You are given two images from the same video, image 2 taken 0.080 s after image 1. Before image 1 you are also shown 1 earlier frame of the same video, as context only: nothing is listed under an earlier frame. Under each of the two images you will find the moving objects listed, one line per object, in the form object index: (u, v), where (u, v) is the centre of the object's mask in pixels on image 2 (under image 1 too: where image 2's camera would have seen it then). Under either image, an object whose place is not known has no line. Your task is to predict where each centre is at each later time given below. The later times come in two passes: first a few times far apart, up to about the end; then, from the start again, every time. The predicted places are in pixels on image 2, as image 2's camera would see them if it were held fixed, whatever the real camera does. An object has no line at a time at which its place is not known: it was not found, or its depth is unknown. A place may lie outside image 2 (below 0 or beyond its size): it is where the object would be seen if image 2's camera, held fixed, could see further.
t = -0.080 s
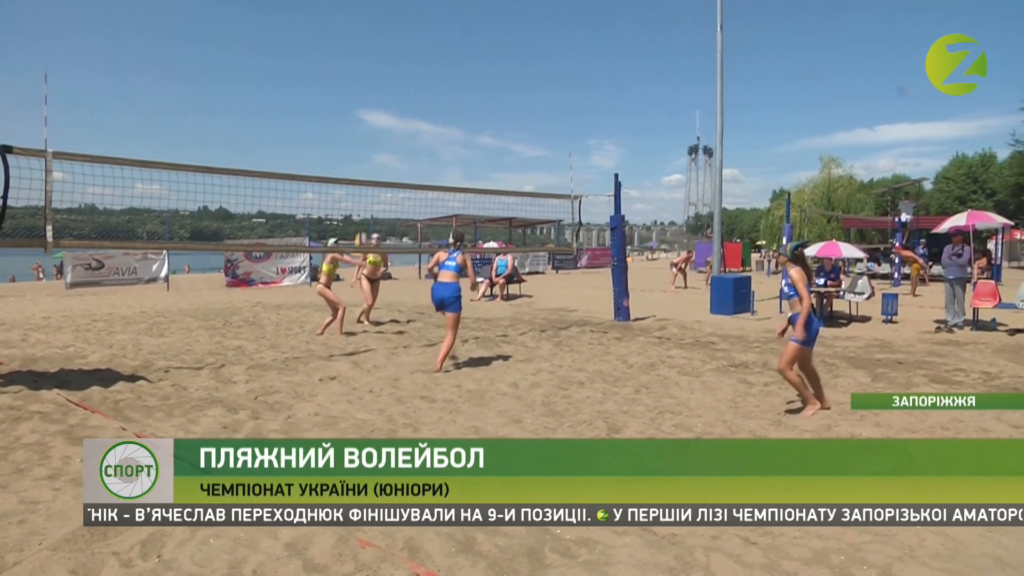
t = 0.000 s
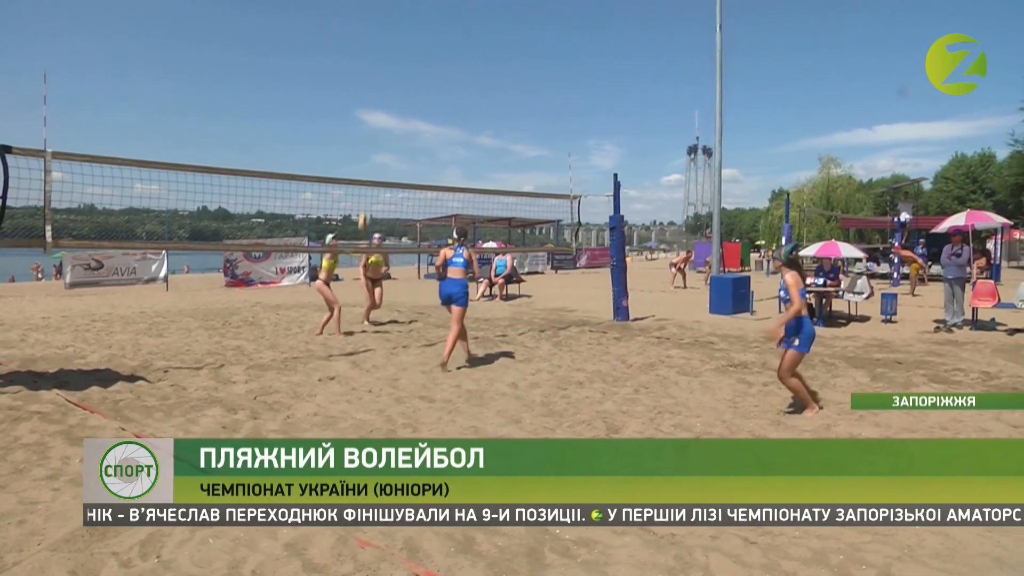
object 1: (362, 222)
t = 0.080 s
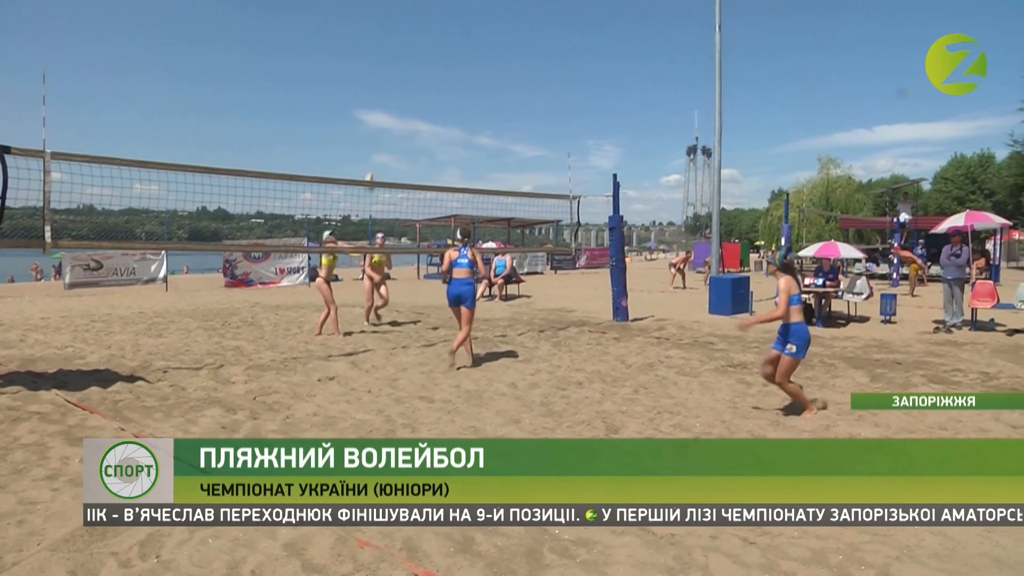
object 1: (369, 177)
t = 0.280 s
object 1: (384, 101)
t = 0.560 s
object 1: (404, 34)
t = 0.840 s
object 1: (423, 16)
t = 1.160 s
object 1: (443, 54)
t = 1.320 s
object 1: (451, 96)
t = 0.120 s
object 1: (372, 163)
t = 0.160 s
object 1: (374, 146)
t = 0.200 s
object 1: (378, 130)
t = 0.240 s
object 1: (381, 115)
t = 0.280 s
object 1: (384, 101)
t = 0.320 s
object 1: (387, 89)
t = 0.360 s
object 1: (390, 77)
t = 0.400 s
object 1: (393, 66)
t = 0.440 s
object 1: (396, 57)
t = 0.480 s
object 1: (399, 48)
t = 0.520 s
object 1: (402, 41)
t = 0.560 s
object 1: (404, 34)
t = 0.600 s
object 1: (407, 29)
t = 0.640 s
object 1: (410, 24)
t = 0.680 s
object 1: (413, 20)
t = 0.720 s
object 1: (415, 18)
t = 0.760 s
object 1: (418, 16)
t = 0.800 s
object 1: (420, 16)
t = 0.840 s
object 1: (423, 16)
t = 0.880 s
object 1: (426, 17)
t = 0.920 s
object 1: (428, 20)
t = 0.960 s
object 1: (431, 23)
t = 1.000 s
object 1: (433, 27)
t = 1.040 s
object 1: (436, 32)
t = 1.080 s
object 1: (438, 38)
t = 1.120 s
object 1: (440, 46)
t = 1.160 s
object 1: (443, 54)
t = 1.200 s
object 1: (445, 63)
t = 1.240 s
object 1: (447, 73)
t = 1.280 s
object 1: (449, 85)
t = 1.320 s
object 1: (451, 96)
